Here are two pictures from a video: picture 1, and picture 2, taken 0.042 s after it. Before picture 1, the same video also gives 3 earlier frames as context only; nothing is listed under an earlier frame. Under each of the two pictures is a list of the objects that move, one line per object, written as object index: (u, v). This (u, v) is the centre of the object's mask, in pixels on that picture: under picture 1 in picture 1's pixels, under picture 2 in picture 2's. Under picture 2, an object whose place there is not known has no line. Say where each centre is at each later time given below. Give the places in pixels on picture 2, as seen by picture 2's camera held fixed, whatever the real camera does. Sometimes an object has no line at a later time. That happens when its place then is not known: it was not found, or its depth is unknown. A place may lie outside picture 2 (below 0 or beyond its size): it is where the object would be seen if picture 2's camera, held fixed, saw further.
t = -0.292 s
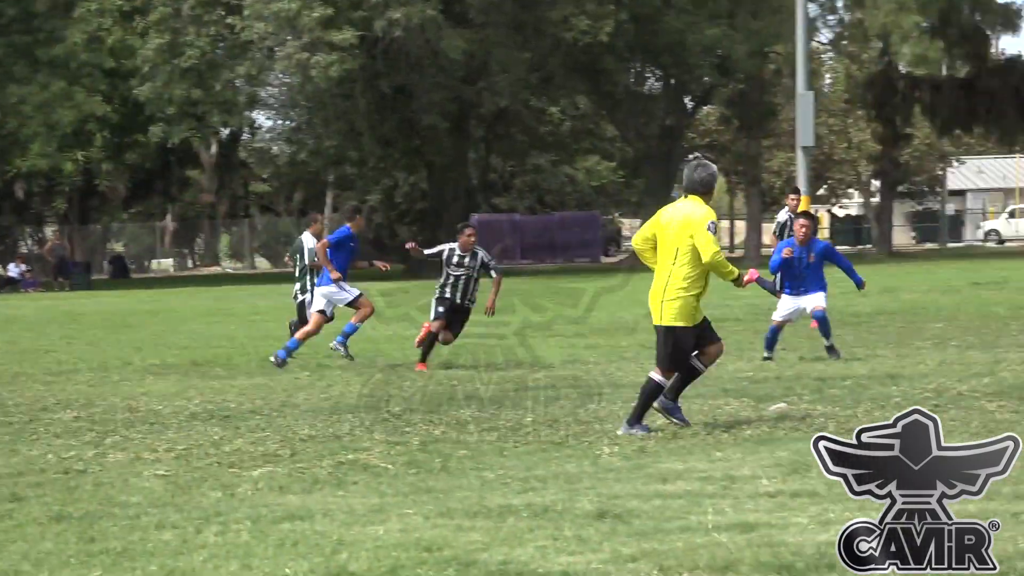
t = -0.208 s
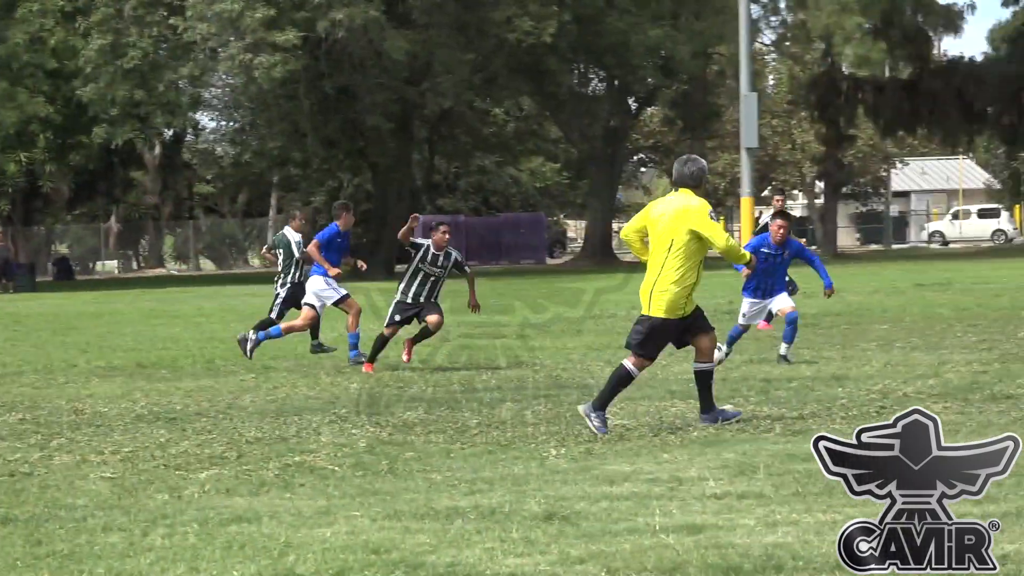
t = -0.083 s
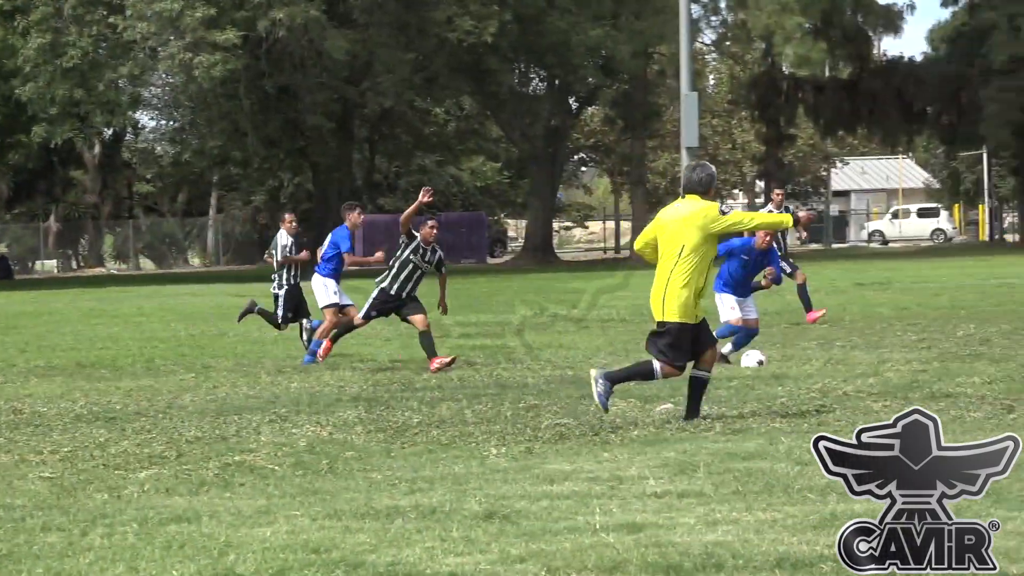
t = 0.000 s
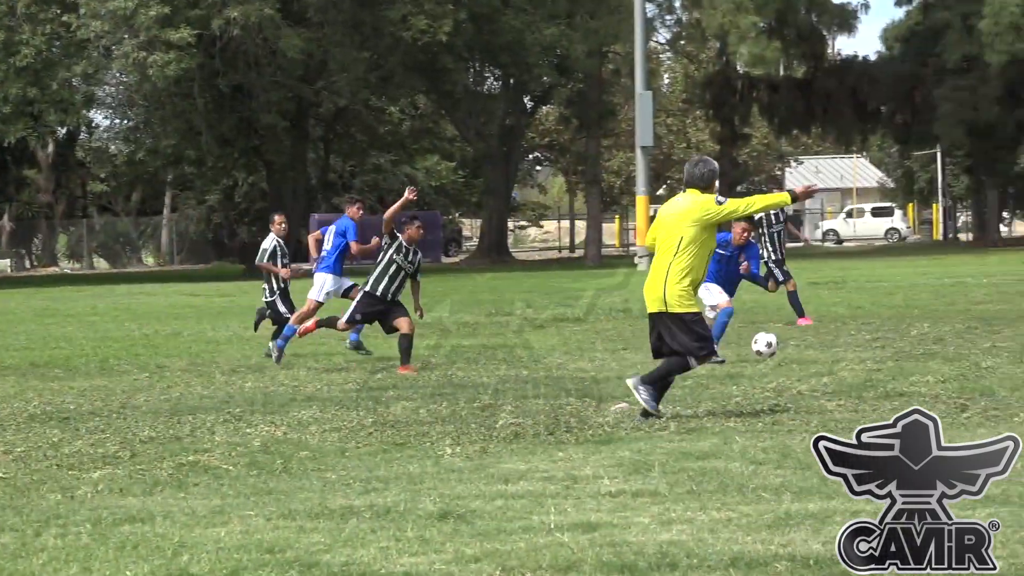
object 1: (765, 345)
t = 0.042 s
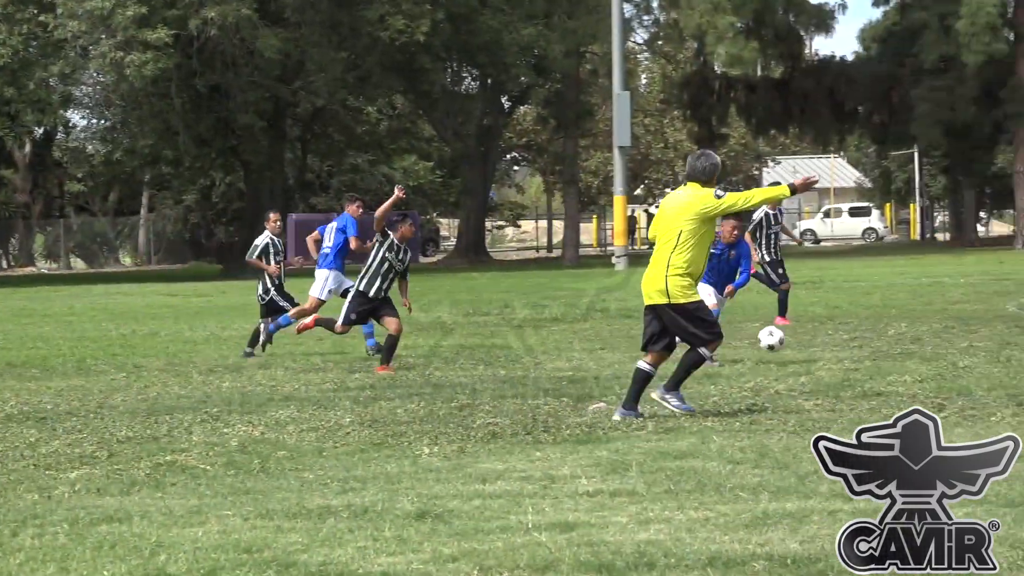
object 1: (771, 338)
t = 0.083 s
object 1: (791, 335)
